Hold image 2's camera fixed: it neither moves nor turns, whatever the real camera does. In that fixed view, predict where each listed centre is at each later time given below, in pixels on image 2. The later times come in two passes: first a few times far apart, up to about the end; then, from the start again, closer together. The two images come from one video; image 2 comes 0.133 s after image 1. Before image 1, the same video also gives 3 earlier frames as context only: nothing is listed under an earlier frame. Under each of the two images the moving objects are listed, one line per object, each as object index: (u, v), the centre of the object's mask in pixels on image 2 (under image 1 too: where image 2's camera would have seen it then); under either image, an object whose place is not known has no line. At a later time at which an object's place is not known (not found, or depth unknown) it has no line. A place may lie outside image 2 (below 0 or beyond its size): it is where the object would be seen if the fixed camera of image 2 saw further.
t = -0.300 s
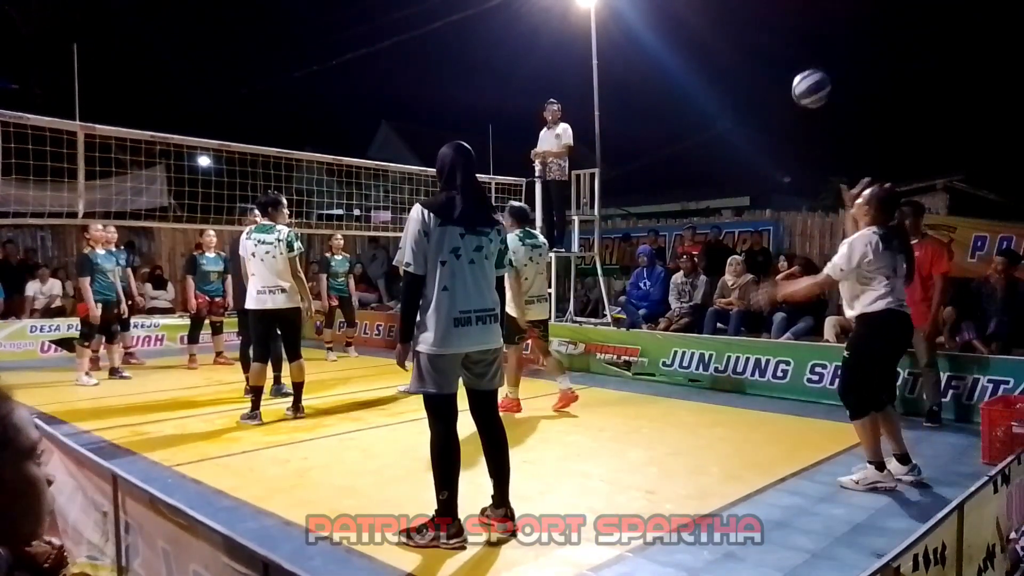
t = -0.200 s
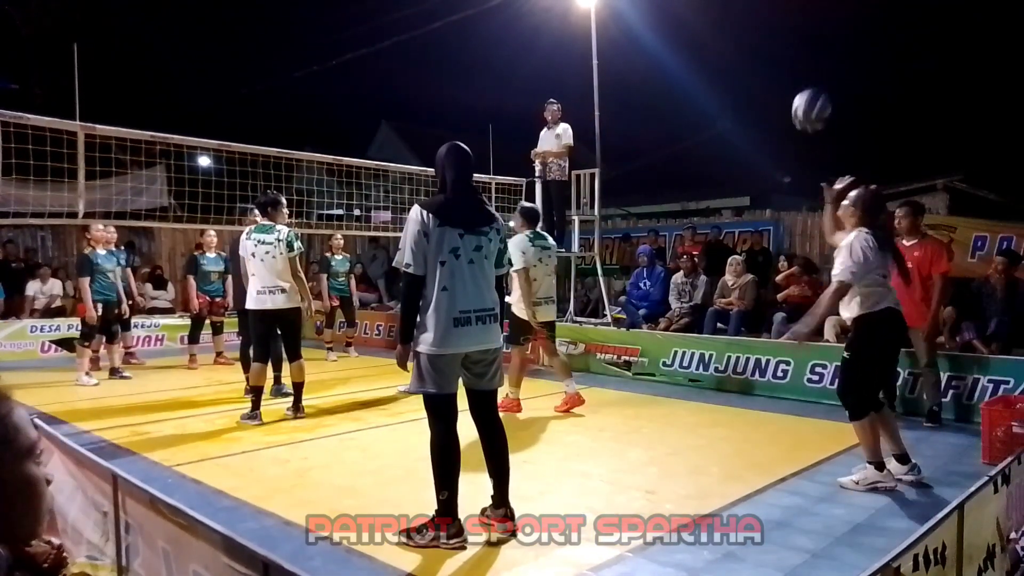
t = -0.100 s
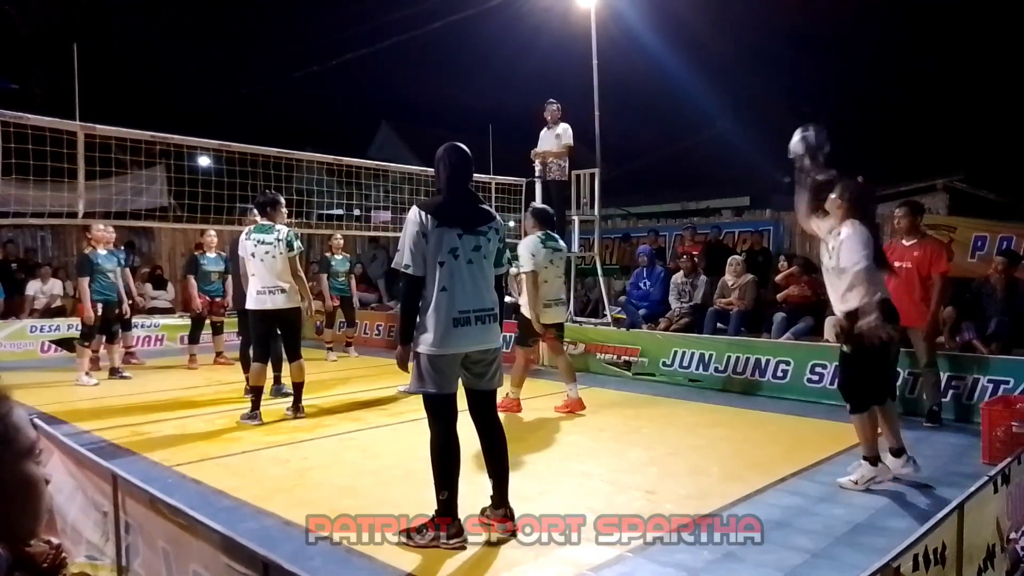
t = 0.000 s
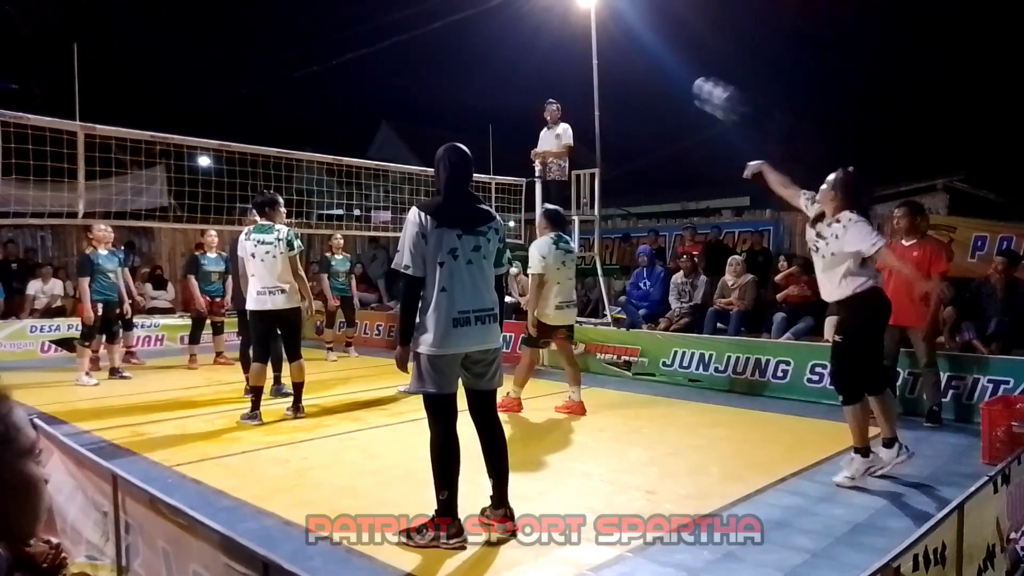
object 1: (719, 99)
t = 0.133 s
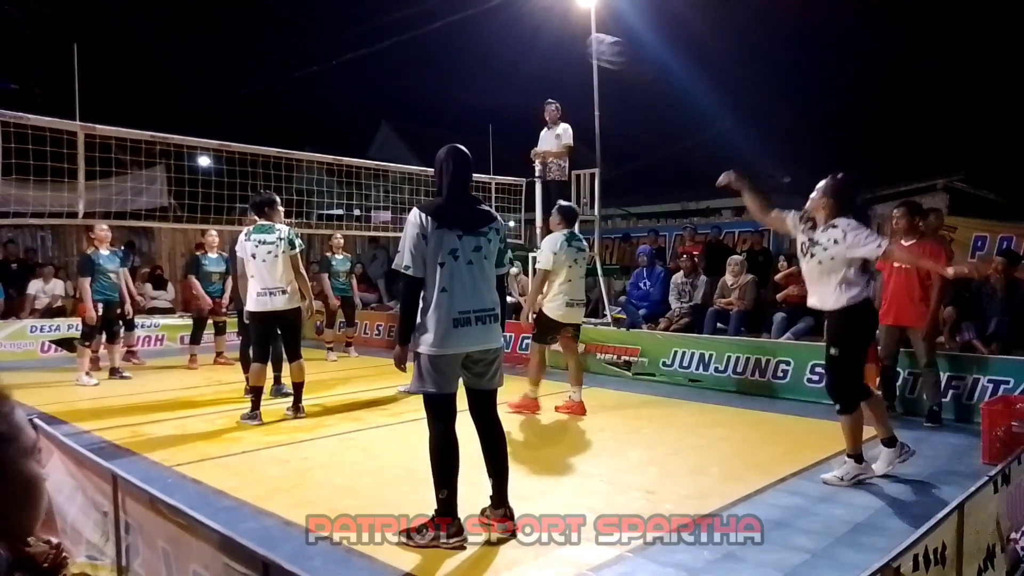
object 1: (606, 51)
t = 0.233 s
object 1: (542, 37)
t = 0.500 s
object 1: (418, 61)
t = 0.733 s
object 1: (344, 128)
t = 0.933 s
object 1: (299, 204)
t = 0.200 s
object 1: (562, 40)
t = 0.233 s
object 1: (542, 37)
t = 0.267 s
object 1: (525, 36)
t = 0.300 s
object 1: (506, 36)
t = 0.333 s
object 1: (489, 38)
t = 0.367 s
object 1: (475, 40)
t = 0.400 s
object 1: (460, 44)
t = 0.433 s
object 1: (445, 49)
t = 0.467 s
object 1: (431, 54)
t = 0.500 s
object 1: (418, 61)
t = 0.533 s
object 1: (406, 68)
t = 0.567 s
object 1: (394, 76)
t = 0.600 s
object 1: (383, 86)
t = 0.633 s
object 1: (372, 95)
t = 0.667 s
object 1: (363, 106)
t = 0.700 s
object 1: (353, 117)
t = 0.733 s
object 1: (344, 128)
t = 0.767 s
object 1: (336, 140)
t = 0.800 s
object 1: (329, 148)
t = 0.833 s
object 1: (319, 167)
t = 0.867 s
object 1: (313, 177)
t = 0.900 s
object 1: (306, 190)
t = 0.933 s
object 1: (299, 204)
